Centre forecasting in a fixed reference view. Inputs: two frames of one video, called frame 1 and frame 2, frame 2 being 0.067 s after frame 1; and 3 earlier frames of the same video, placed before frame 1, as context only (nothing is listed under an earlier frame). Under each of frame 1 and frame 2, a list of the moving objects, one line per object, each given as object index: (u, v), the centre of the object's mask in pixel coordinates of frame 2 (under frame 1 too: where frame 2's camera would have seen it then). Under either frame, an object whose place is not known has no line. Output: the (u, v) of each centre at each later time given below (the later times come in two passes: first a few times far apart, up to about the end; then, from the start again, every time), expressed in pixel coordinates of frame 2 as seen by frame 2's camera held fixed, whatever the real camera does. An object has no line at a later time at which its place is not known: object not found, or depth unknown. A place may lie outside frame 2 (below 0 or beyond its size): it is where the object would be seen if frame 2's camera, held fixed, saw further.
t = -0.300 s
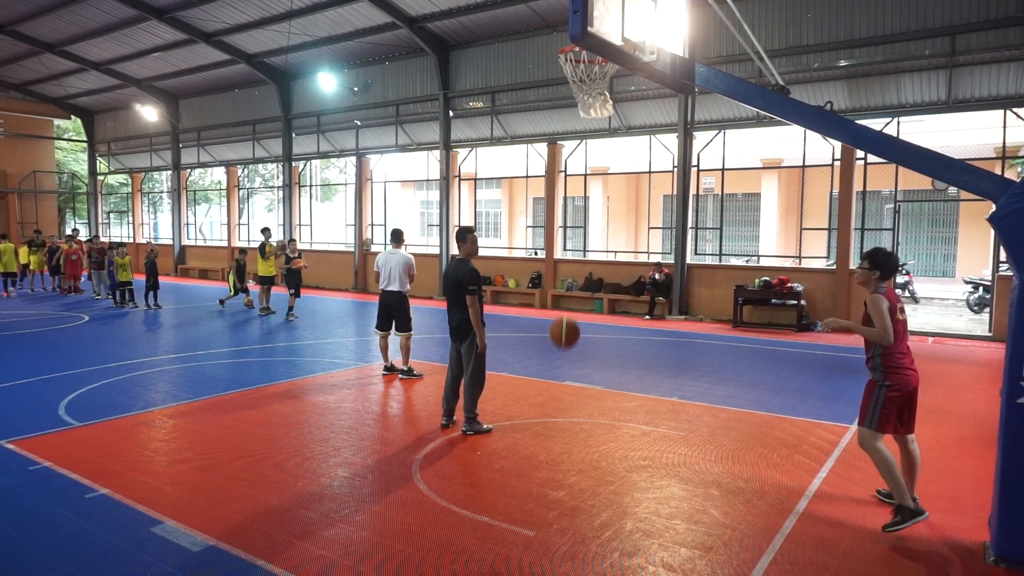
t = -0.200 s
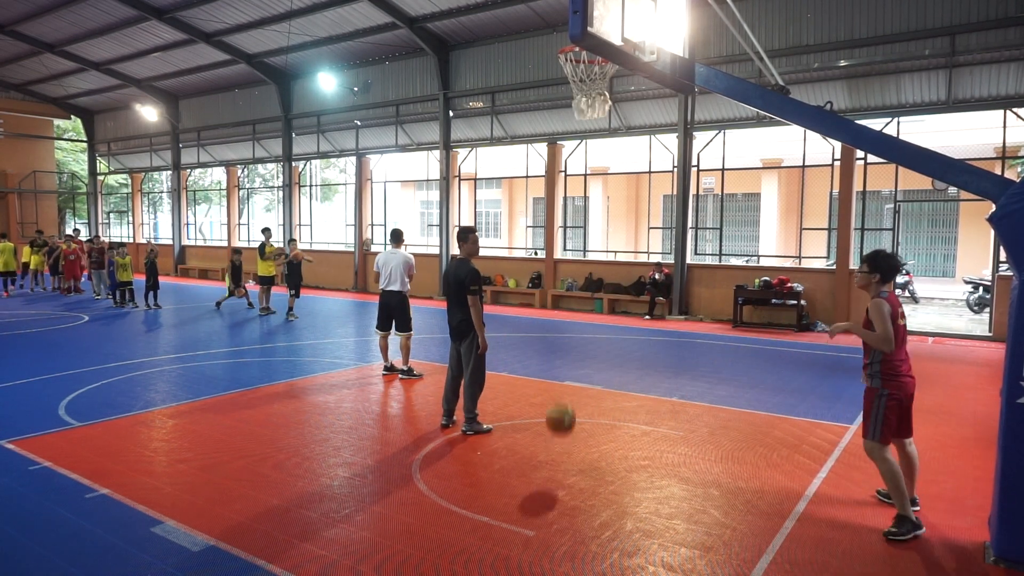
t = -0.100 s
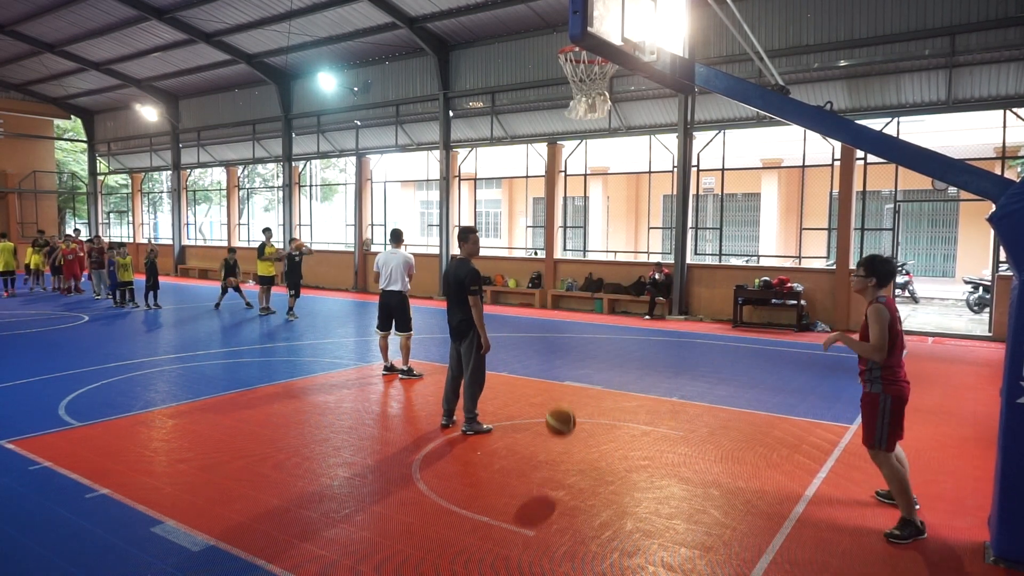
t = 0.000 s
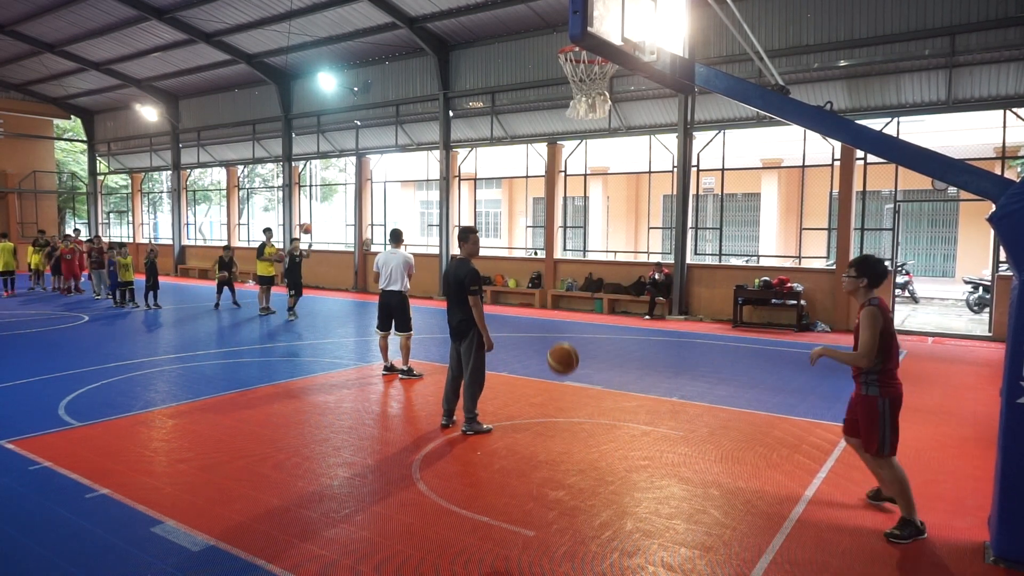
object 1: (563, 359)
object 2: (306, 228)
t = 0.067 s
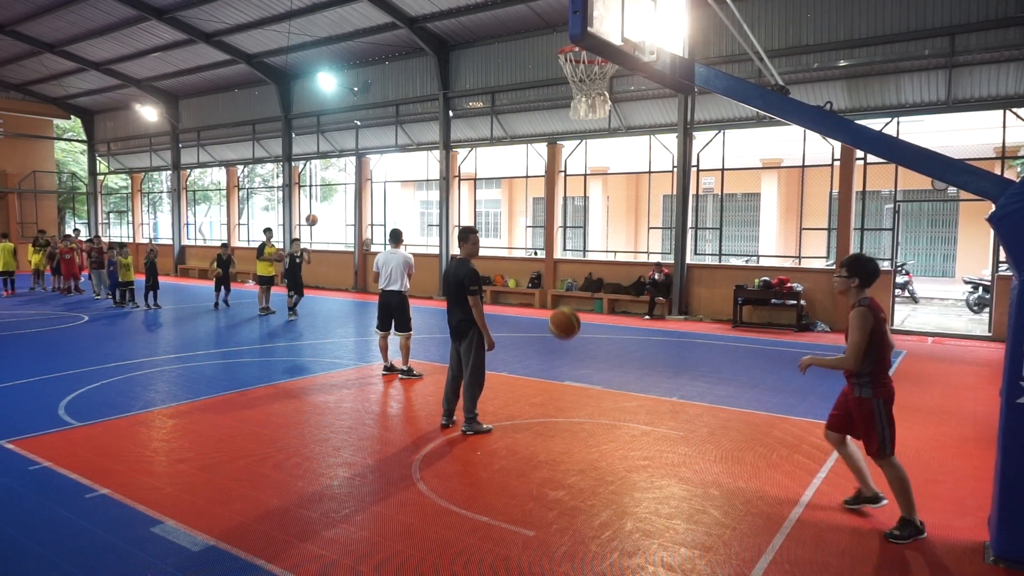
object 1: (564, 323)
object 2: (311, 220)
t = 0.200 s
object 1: (567, 267)
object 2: (324, 208)
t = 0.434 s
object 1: (572, 222)
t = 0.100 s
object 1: (565, 308)
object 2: (315, 216)
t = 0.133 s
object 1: (565, 292)
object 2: (317, 213)
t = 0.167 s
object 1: (566, 278)
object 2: (320, 210)
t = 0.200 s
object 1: (567, 267)
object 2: (324, 208)
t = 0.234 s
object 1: (568, 256)
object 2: (328, 207)
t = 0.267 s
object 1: (568, 246)
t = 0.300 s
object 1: (569, 238)
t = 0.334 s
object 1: (570, 232)
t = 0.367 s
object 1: (571, 227)
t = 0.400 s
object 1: (571, 224)
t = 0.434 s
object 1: (572, 222)
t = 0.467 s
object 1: (572, 222)
